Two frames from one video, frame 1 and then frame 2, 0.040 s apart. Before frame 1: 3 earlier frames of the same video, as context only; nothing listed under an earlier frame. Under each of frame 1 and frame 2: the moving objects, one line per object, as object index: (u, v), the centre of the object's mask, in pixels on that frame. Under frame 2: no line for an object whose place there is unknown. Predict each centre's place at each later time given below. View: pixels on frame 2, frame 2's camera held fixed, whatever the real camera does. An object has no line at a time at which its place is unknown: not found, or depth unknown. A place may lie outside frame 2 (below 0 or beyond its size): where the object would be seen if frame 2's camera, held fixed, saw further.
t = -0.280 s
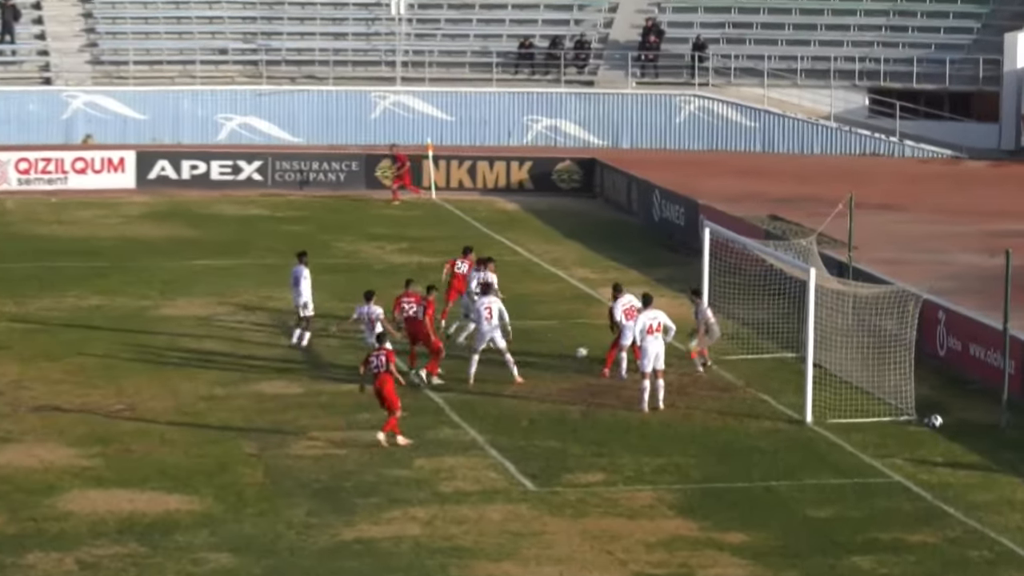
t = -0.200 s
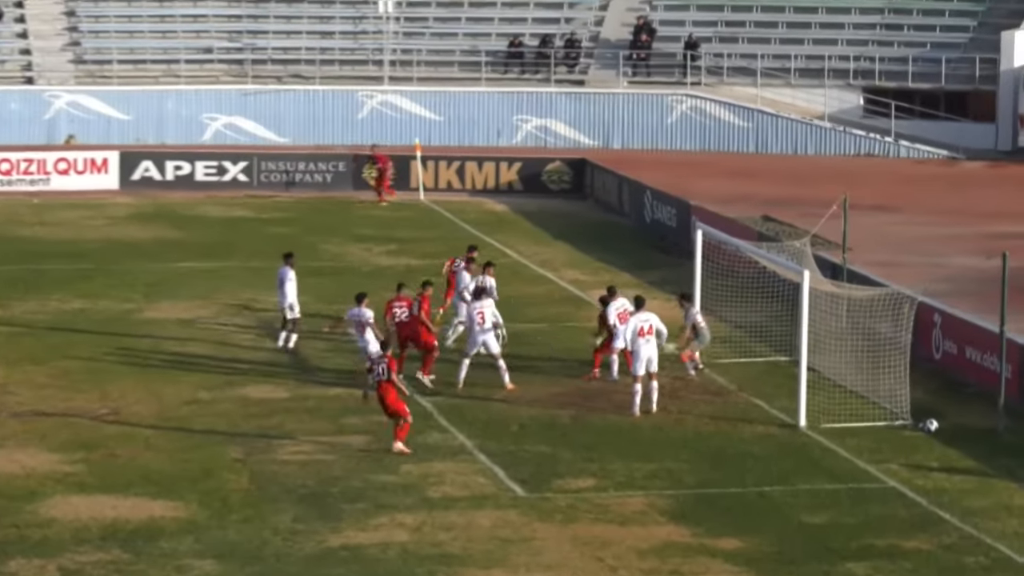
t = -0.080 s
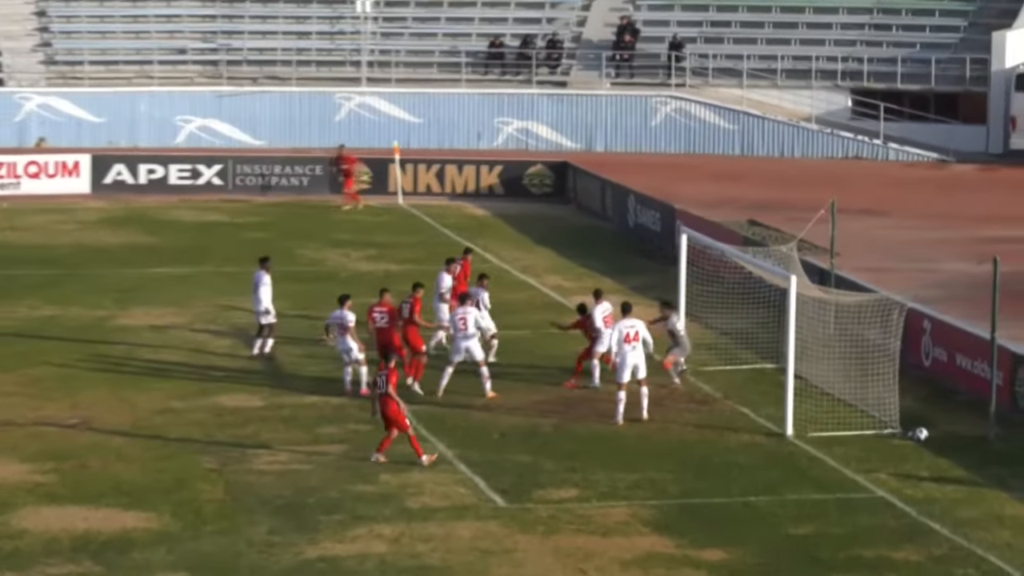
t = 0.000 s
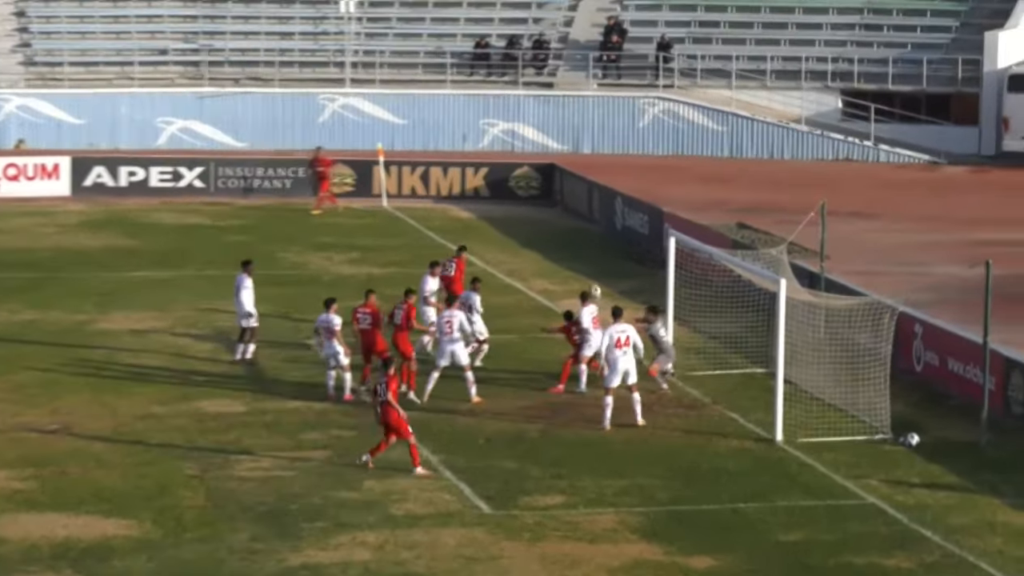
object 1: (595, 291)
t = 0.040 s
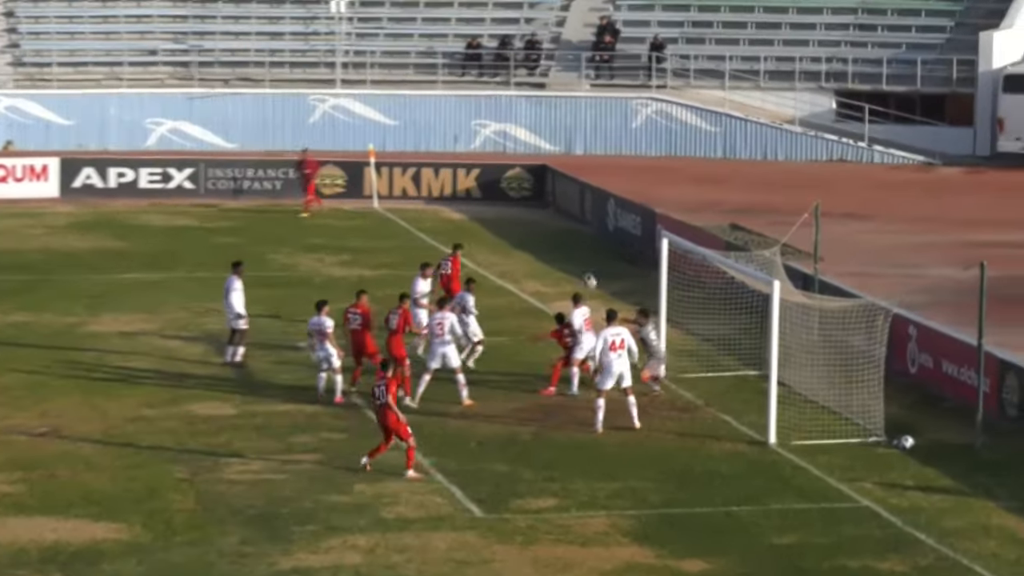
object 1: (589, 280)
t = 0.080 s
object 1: (589, 269)
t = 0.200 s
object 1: (586, 241)
